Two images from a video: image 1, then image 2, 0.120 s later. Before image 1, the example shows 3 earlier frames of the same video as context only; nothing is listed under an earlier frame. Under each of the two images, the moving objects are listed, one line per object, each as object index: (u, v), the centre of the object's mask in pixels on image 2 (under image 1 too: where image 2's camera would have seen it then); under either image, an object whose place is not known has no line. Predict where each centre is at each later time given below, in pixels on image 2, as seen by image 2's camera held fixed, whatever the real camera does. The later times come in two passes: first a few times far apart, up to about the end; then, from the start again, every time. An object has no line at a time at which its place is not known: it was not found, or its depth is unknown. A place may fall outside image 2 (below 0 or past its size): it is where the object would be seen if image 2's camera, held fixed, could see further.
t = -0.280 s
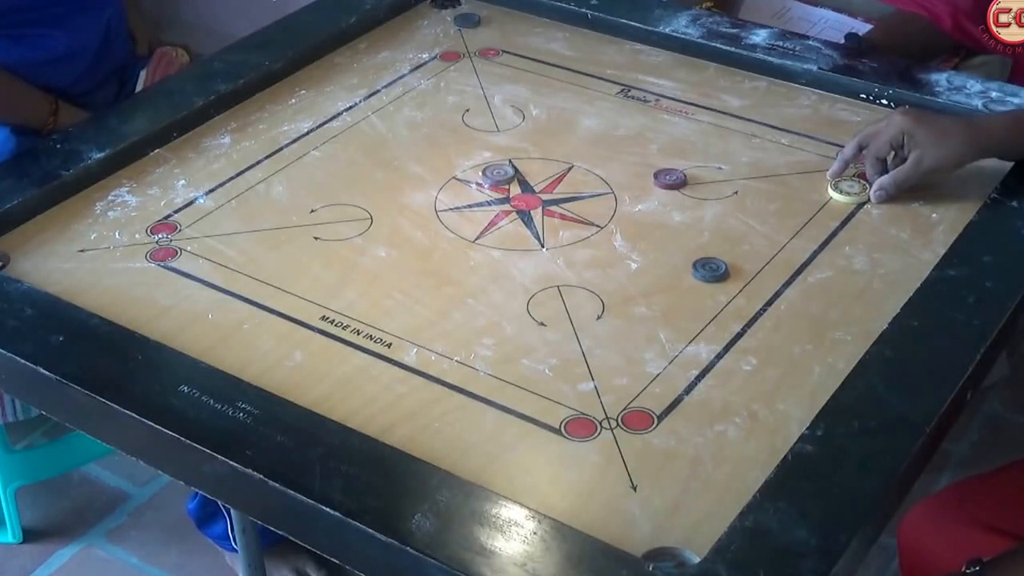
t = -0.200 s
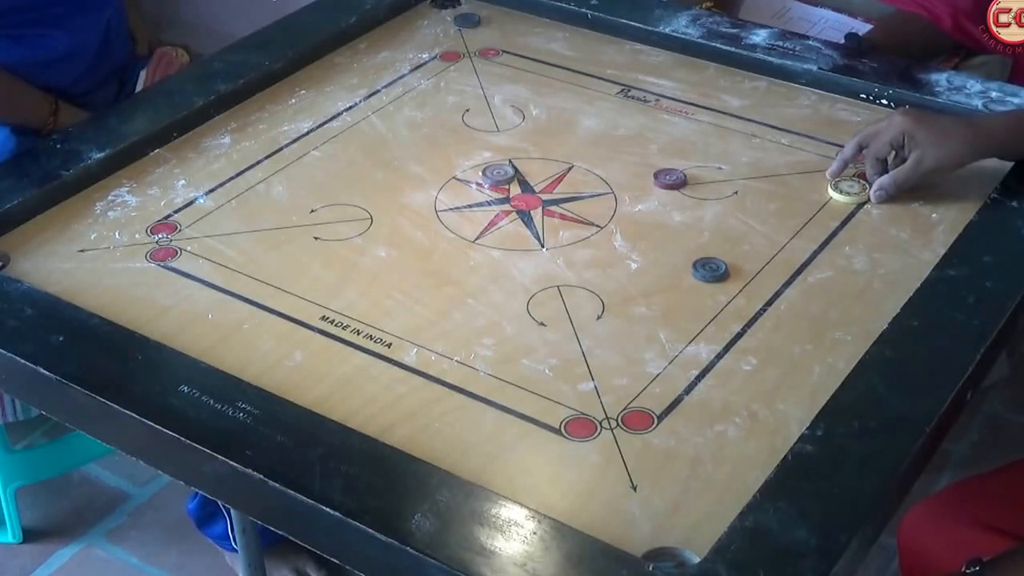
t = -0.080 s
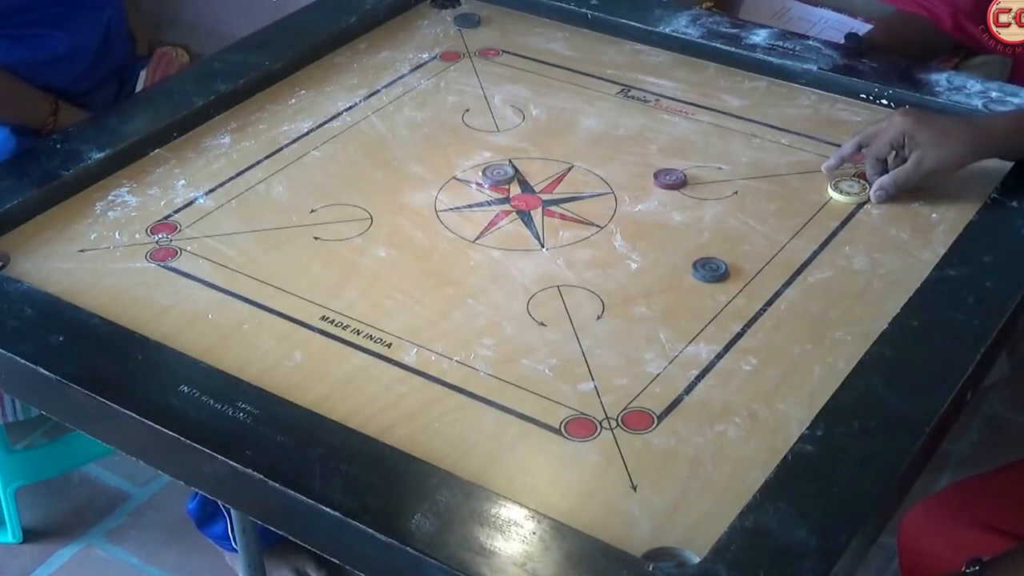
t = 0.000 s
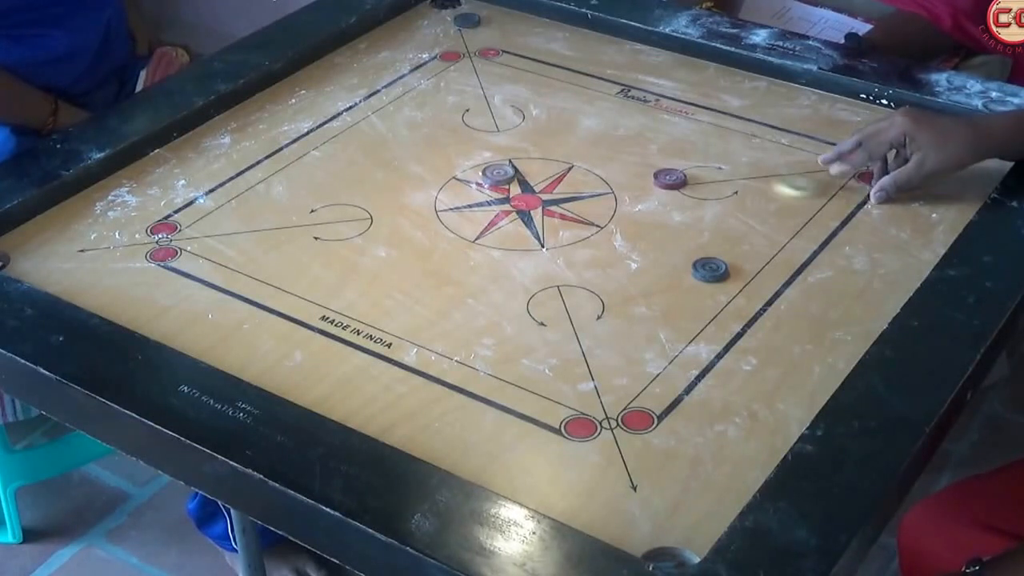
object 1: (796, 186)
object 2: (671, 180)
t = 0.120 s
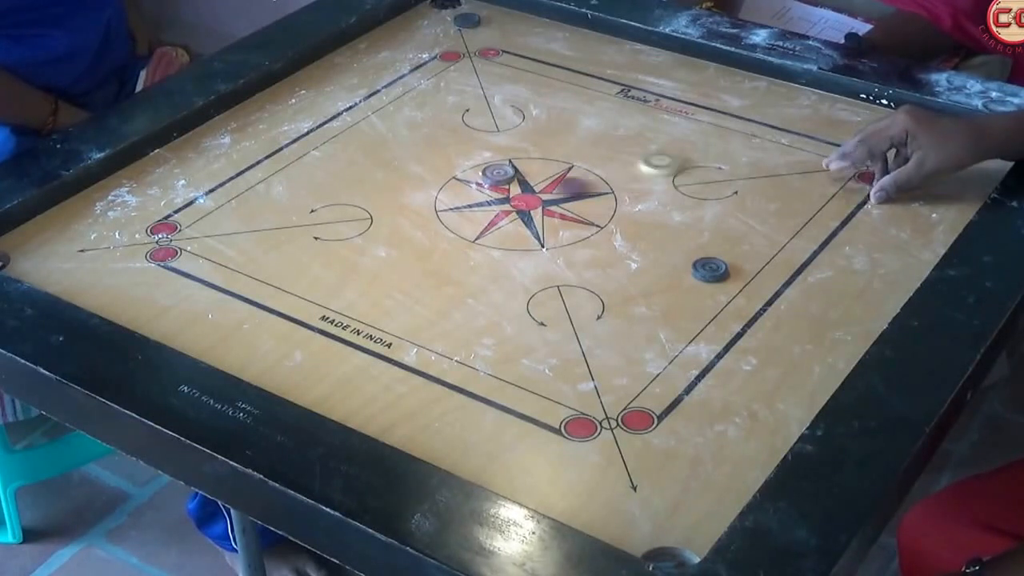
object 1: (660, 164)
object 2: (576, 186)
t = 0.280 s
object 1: (557, 140)
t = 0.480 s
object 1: (475, 122)
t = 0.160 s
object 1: (631, 157)
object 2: (504, 190)
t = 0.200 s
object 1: (604, 151)
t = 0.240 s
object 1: (580, 145)
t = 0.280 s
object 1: (557, 140)
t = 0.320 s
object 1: (536, 136)
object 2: (265, 216)
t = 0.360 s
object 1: (518, 132)
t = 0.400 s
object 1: (501, 128)
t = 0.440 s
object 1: (488, 125)
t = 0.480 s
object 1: (475, 122)
